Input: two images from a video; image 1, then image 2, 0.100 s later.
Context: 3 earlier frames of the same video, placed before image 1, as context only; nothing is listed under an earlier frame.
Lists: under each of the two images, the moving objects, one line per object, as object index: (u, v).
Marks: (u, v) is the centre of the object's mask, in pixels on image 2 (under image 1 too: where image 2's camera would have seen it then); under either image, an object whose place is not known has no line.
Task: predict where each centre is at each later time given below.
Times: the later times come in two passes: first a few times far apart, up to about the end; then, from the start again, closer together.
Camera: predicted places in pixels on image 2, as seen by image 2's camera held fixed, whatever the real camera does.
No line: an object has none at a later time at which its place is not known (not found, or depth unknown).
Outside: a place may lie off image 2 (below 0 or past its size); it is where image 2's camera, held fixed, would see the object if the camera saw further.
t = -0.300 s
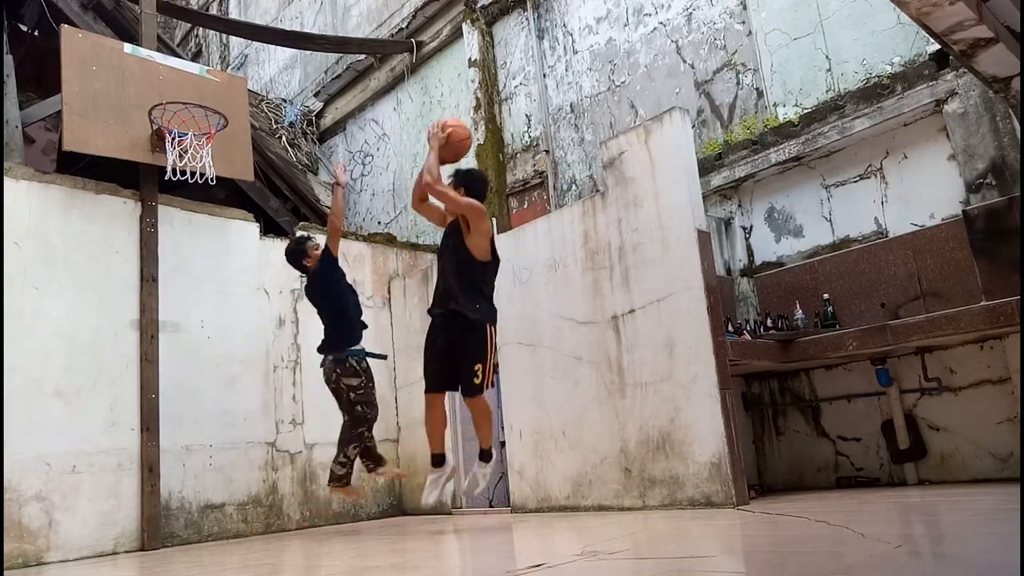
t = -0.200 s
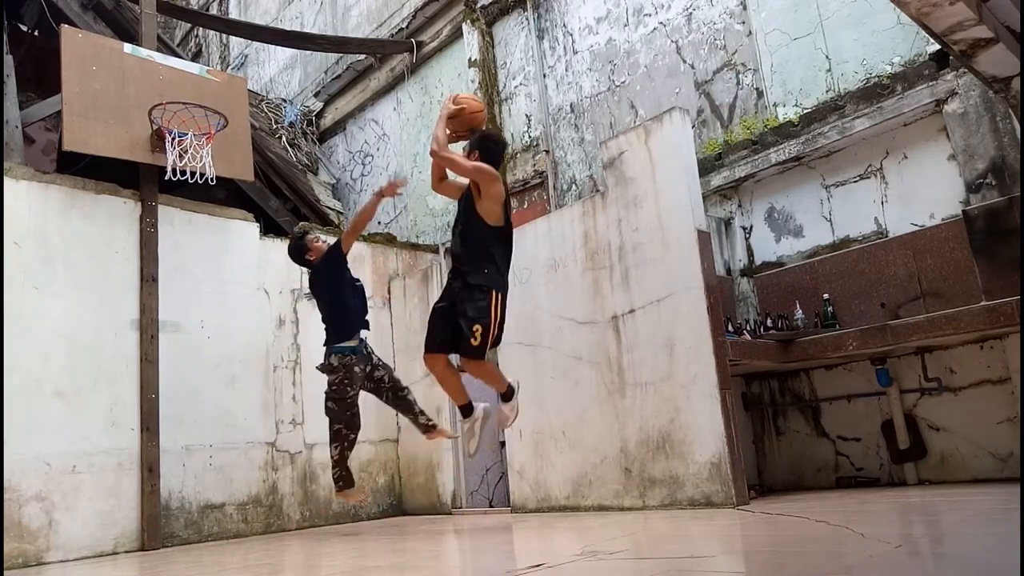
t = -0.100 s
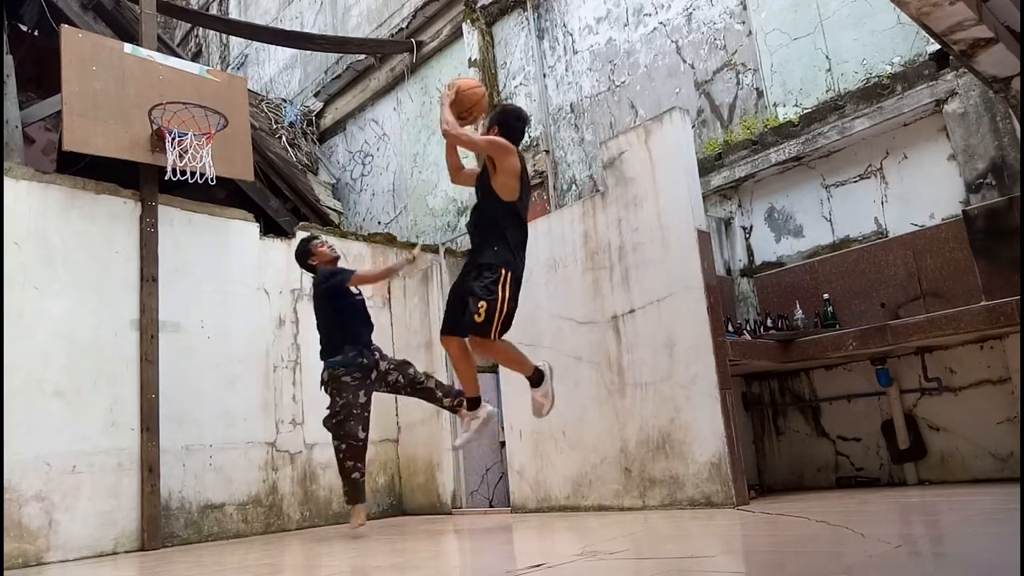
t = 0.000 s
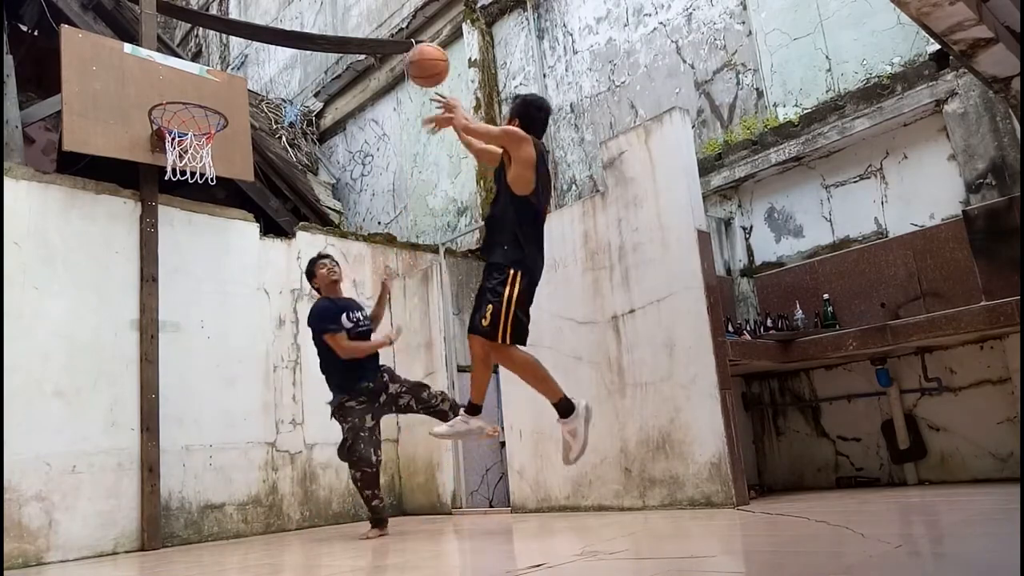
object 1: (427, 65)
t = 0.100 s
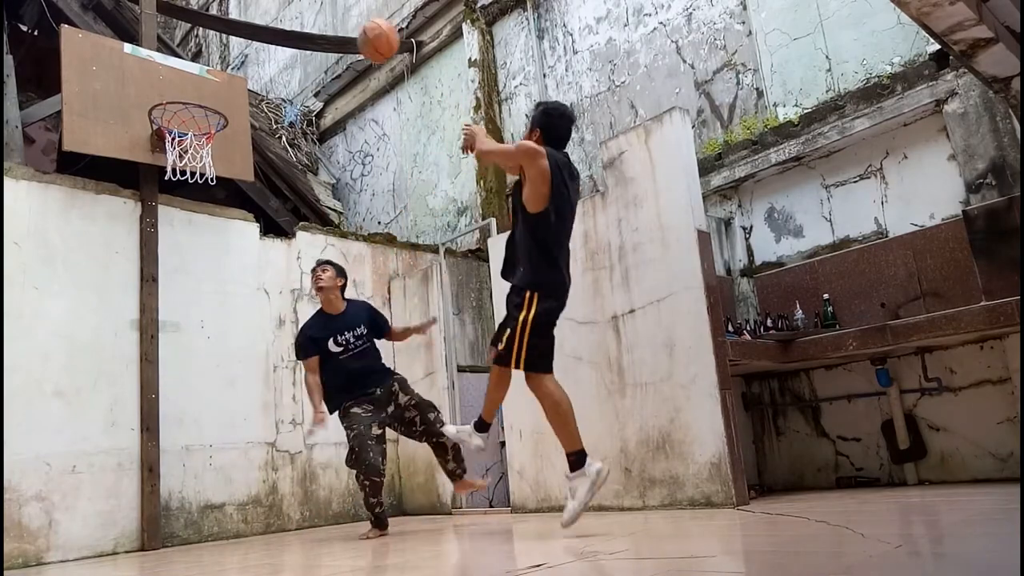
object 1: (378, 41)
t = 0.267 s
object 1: (305, 36)
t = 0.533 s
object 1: (207, 91)
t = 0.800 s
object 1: (188, 102)
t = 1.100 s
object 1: (197, 124)
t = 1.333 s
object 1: (188, 200)
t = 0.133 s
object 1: (363, 37)
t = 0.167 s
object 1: (347, 34)
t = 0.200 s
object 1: (333, 33)
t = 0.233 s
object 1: (318, 33)
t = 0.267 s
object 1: (305, 36)
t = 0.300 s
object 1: (291, 40)
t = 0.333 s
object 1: (277, 44)
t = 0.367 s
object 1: (264, 51)
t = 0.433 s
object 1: (238, 69)
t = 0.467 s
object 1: (226, 81)
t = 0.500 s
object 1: (214, 91)
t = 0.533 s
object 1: (207, 91)
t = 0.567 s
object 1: (201, 89)
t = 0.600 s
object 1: (194, 91)
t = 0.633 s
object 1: (186, 99)
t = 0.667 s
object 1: (179, 105)
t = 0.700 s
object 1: (173, 113)
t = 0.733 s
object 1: (177, 109)
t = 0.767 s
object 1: (182, 105)
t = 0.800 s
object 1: (188, 102)
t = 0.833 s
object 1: (195, 101)
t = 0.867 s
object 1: (201, 102)
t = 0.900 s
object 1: (201, 101)
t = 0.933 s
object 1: (200, 101)
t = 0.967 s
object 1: (199, 103)
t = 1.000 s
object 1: (198, 106)
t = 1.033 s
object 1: (198, 112)
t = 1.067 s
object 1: (197, 118)
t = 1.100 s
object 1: (197, 124)
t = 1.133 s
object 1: (199, 129)
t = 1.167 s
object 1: (199, 133)
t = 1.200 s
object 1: (193, 152)
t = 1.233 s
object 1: (189, 161)
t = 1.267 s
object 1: (189, 174)
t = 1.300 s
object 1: (189, 186)
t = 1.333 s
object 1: (188, 200)
